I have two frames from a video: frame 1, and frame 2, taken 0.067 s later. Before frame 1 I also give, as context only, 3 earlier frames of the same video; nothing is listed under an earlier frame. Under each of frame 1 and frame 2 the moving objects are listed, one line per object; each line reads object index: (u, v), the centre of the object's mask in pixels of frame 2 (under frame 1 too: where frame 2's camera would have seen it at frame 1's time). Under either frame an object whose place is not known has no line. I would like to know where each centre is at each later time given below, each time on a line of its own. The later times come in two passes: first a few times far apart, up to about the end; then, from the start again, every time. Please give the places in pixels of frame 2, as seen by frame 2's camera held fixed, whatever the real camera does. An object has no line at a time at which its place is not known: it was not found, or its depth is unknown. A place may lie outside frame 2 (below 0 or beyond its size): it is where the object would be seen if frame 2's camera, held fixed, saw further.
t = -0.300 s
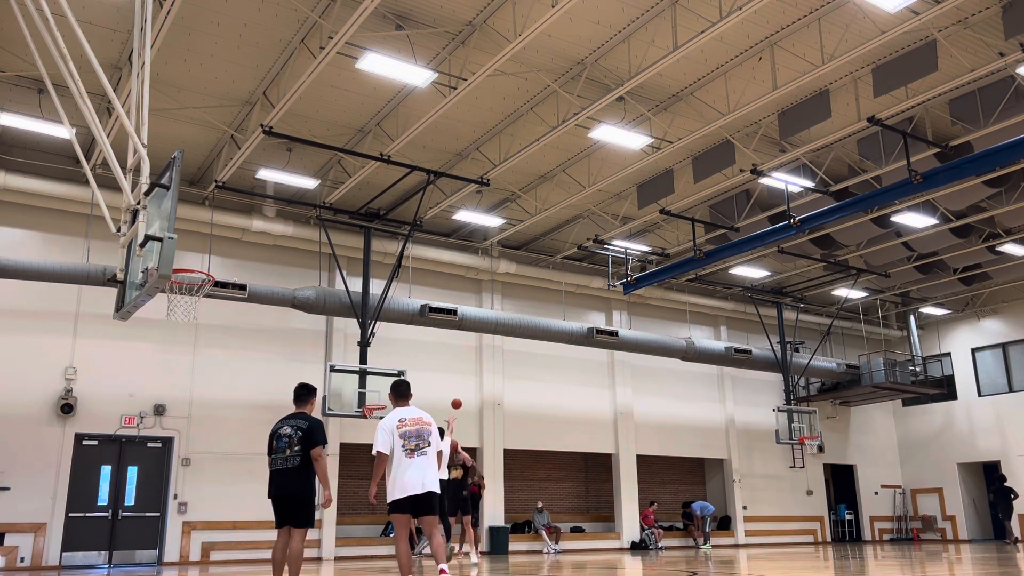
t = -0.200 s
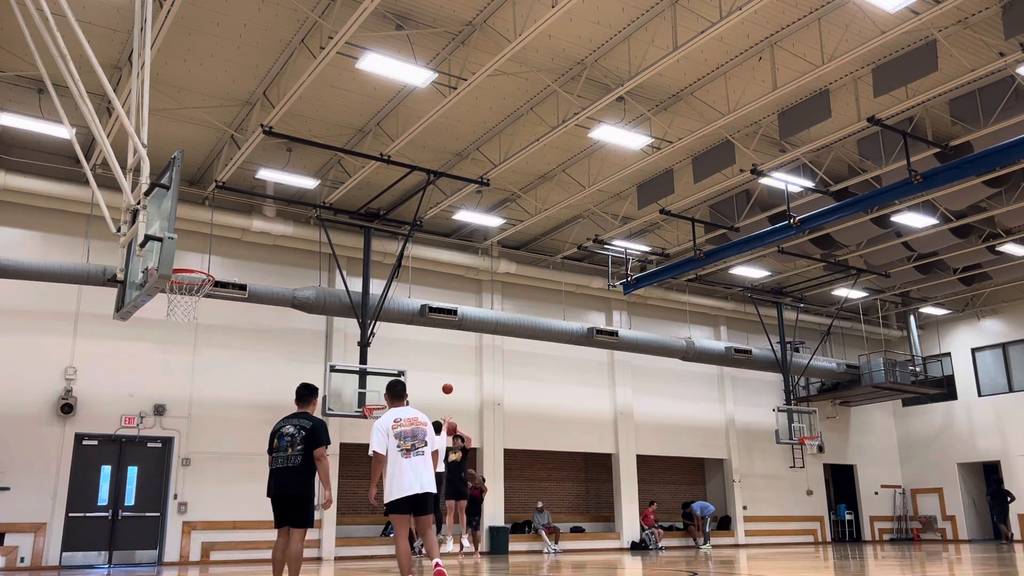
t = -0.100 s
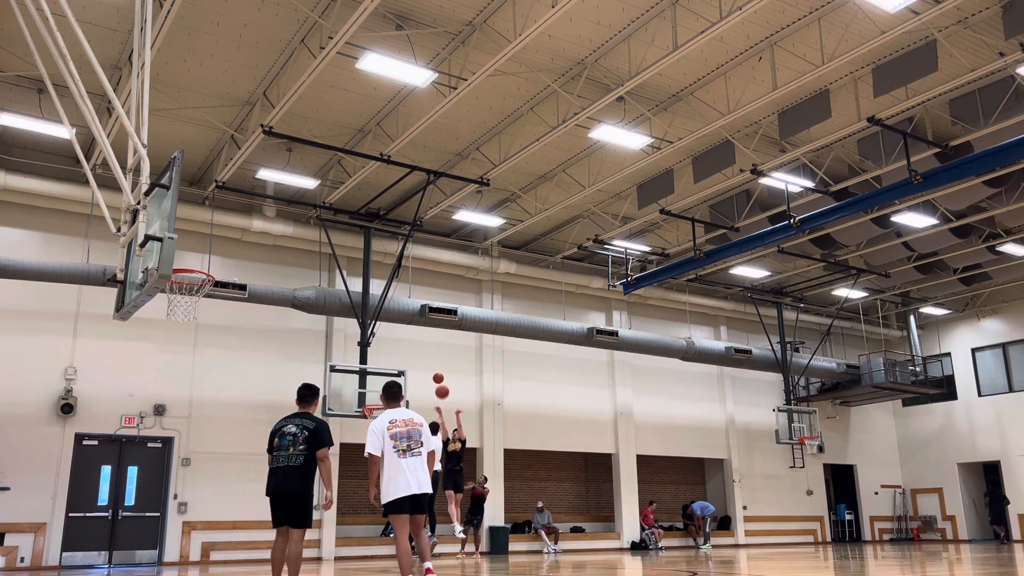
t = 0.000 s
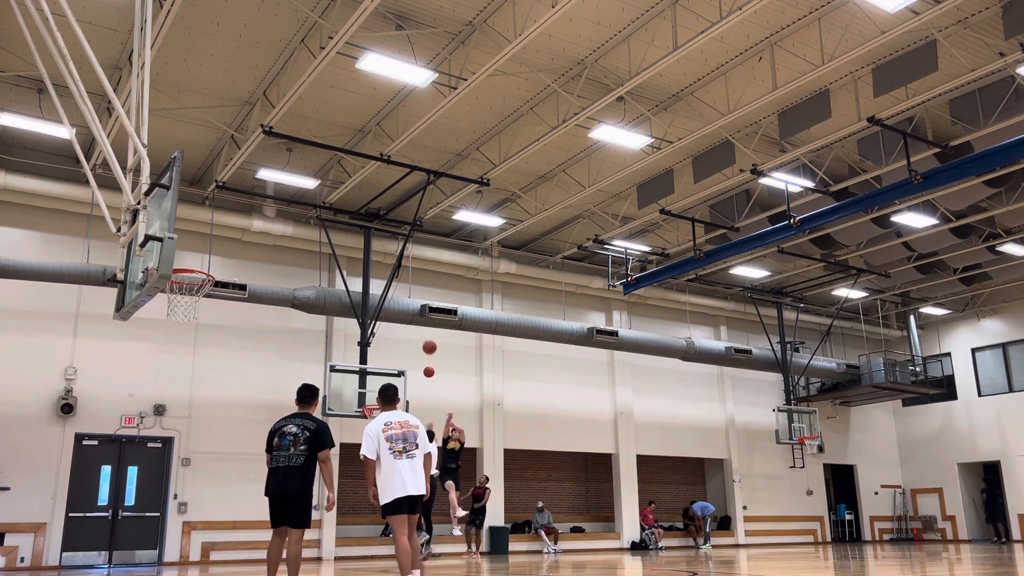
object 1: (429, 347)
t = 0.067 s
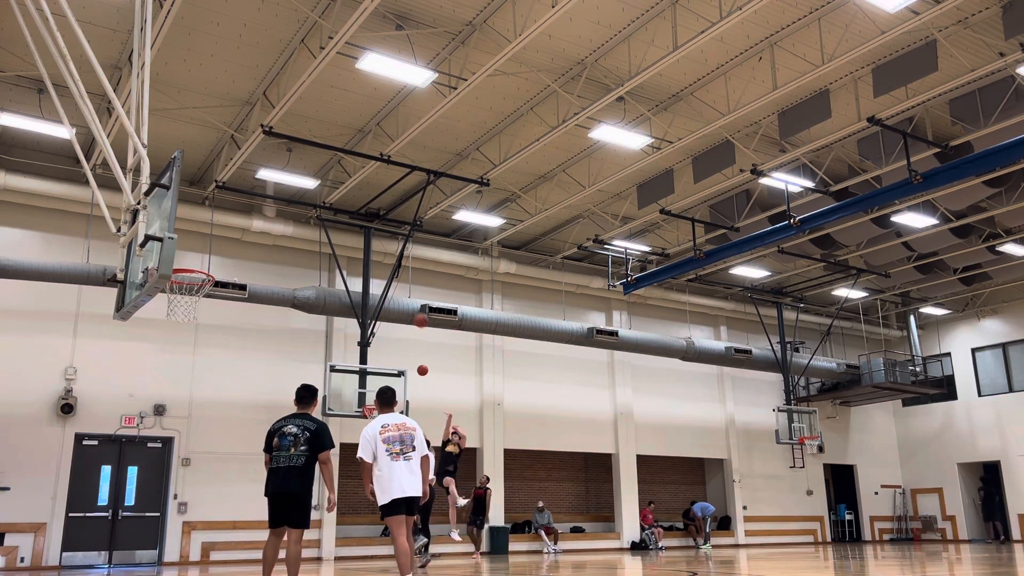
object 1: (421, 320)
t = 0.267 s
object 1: (393, 254)
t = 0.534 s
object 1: (355, 194)
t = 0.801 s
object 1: (312, 176)
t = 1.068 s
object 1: (256, 207)
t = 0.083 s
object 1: (419, 314)
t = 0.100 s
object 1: (416, 308)
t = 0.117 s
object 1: (414, 302)
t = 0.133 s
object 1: (412, 296)
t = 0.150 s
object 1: (409, 290)
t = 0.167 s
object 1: (407, 284)
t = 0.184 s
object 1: (405, 279)
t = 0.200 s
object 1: (403, 274)
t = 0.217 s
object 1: (400, 269)
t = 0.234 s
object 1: (399, 263)
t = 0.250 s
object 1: (396, 258)
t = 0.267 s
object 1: (393, 254)
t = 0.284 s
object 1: (391, 248)
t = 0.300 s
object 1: (389, 244)
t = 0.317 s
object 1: (387, 239)
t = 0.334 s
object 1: (385, 235)
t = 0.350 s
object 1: (382, 231)
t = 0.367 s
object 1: (380, 227)
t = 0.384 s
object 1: (378, 223)
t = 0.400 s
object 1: (375, 219)
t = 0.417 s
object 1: (373, 216)
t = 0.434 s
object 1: (370, 212)
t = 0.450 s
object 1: (368, 209)
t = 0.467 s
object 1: (365, 206)
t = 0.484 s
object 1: (364, 203)
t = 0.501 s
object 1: (361, 200)
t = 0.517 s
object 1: (358, 197)
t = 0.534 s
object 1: (355, 194)
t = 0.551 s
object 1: (352, 191)
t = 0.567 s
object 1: (350, 190)
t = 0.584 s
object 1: (348, 188)
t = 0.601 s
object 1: (345, 186)
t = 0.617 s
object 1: (342, 184)
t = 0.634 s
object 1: (340, 183)
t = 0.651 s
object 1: (337, 181)
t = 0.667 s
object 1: (334, 180)
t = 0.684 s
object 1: (332, 179)
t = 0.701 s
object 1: (329, 178)
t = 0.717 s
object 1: (325, 177)
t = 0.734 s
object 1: (323, 176)
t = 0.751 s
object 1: (320, 176)
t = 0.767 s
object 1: (317, 176)
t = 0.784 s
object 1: (314, 176)
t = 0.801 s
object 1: (312, 176)
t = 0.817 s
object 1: (308, 176)
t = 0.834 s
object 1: (306, 177)
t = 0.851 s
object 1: (302, 178)
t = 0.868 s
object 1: (298, 179)
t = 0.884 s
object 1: (295, 180)
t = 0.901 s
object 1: (292, 181)
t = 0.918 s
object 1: (289, 183)
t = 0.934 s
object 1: (285, 185)
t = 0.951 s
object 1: (281, 187)
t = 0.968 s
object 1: (277, 189)
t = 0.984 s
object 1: (274, 191)
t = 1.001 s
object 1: (271, 193)
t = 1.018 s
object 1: (267, 196)
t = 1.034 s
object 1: (264, 199)
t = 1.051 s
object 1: (259, 203)
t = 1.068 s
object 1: (256, 207)
